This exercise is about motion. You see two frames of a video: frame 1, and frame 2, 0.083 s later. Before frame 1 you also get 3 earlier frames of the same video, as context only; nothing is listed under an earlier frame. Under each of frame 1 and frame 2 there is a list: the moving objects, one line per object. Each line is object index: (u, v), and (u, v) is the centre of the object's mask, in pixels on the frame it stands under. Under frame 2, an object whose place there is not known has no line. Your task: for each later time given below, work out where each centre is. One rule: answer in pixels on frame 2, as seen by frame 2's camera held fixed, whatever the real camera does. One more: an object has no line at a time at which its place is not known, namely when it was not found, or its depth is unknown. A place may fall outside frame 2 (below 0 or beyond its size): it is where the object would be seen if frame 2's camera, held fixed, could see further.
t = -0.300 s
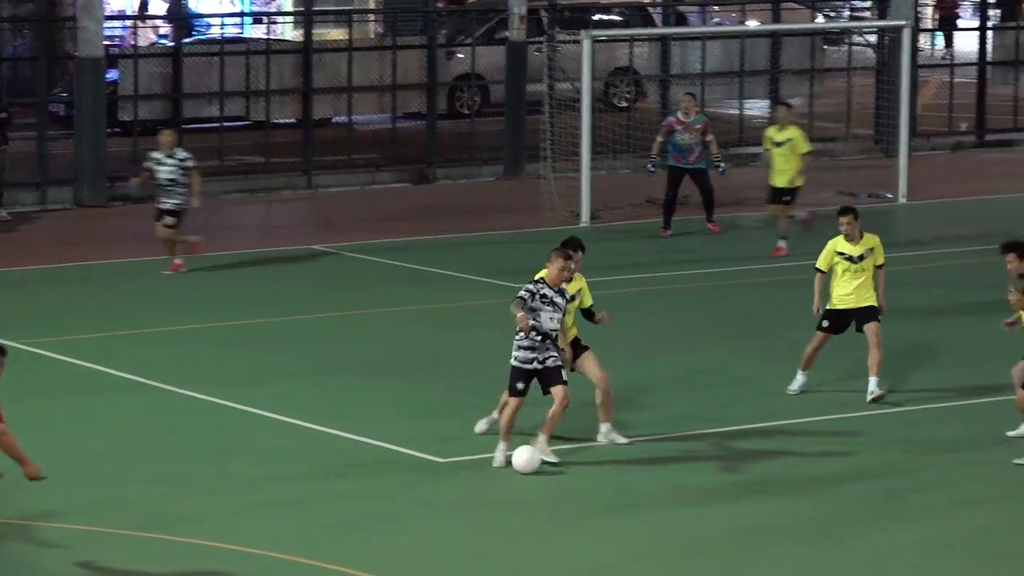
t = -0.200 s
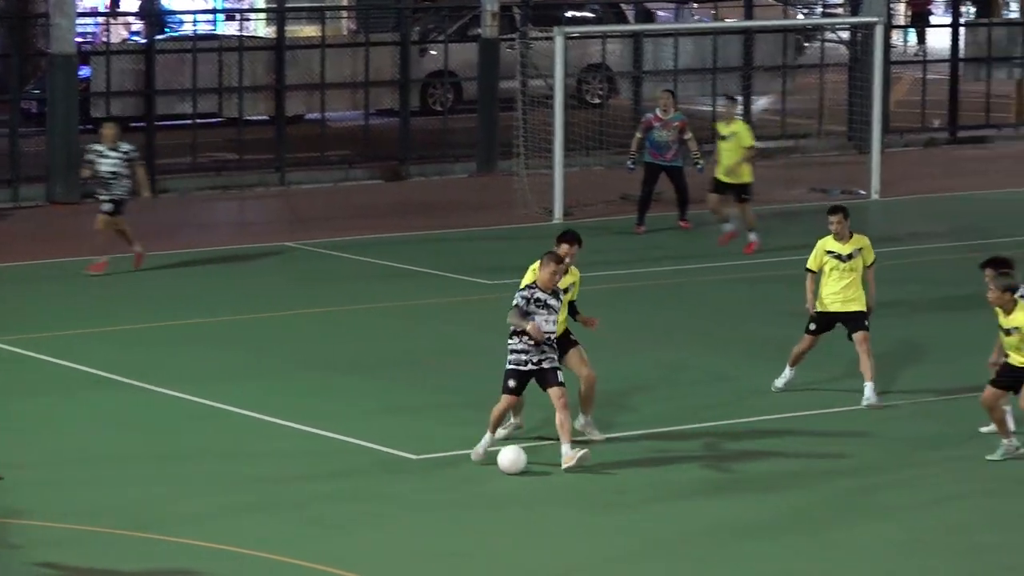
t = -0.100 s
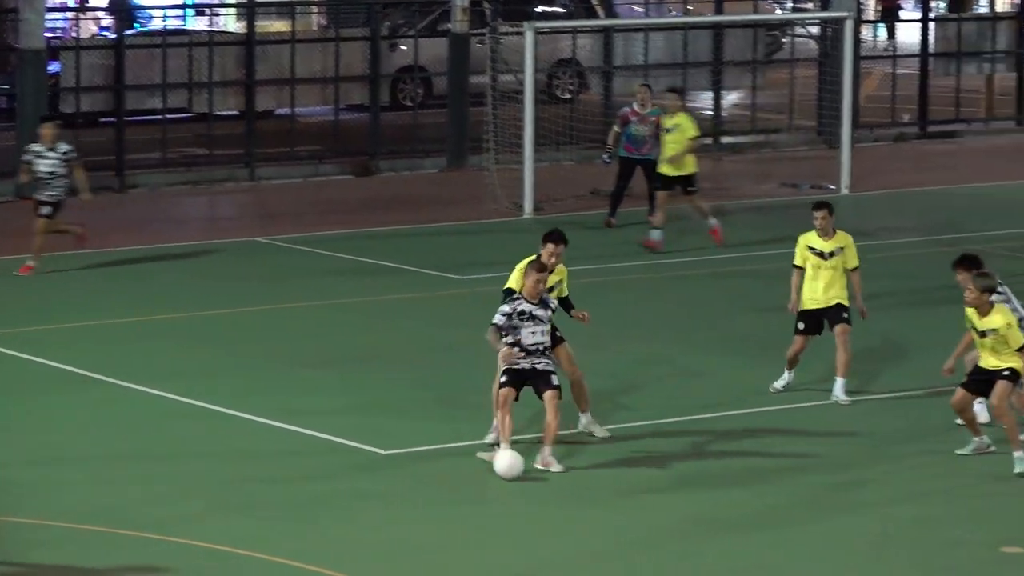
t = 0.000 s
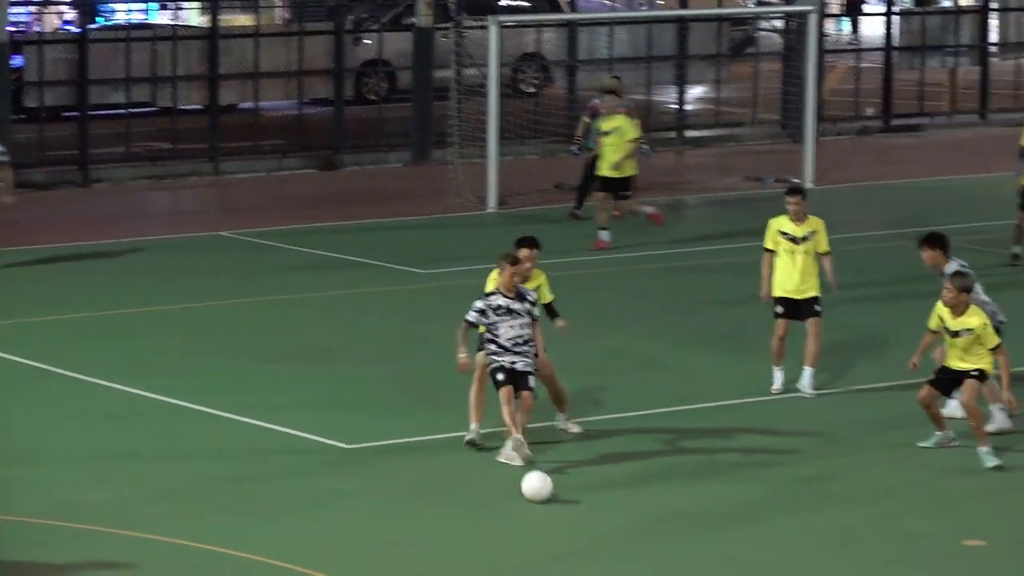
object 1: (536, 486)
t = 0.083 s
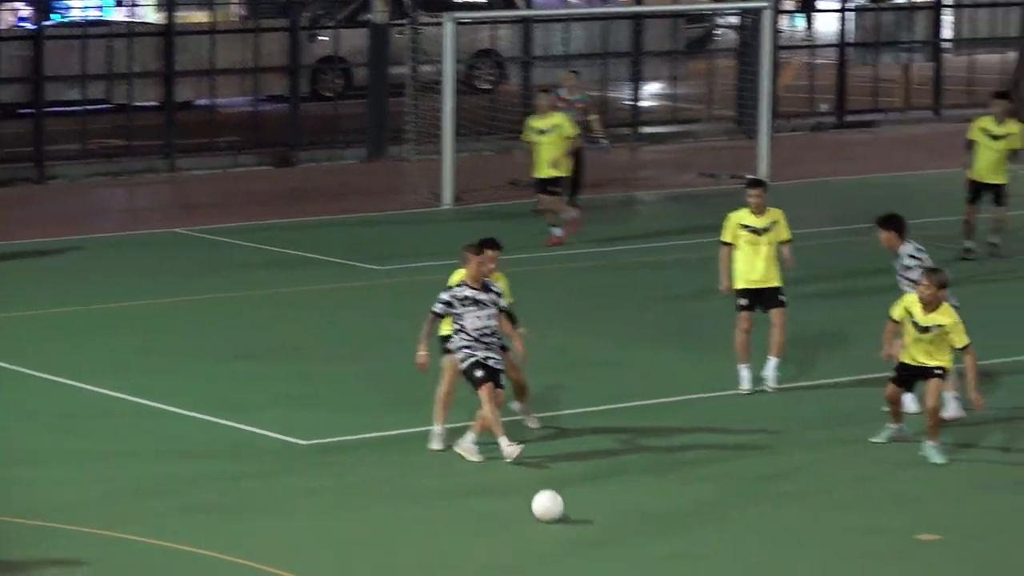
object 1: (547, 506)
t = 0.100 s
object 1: (557, 511)
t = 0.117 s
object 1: (565, 516)
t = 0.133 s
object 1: (574, 523)
